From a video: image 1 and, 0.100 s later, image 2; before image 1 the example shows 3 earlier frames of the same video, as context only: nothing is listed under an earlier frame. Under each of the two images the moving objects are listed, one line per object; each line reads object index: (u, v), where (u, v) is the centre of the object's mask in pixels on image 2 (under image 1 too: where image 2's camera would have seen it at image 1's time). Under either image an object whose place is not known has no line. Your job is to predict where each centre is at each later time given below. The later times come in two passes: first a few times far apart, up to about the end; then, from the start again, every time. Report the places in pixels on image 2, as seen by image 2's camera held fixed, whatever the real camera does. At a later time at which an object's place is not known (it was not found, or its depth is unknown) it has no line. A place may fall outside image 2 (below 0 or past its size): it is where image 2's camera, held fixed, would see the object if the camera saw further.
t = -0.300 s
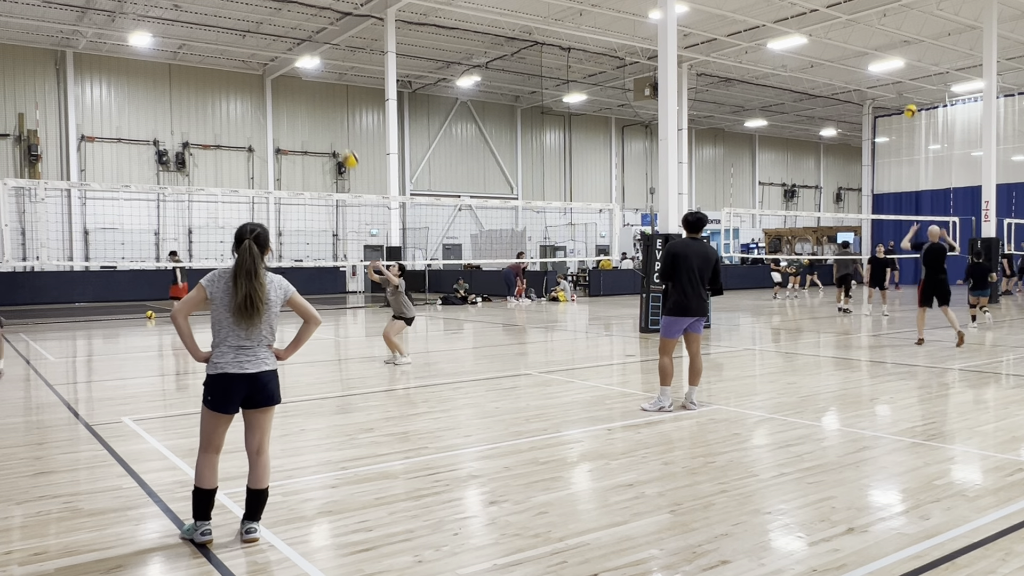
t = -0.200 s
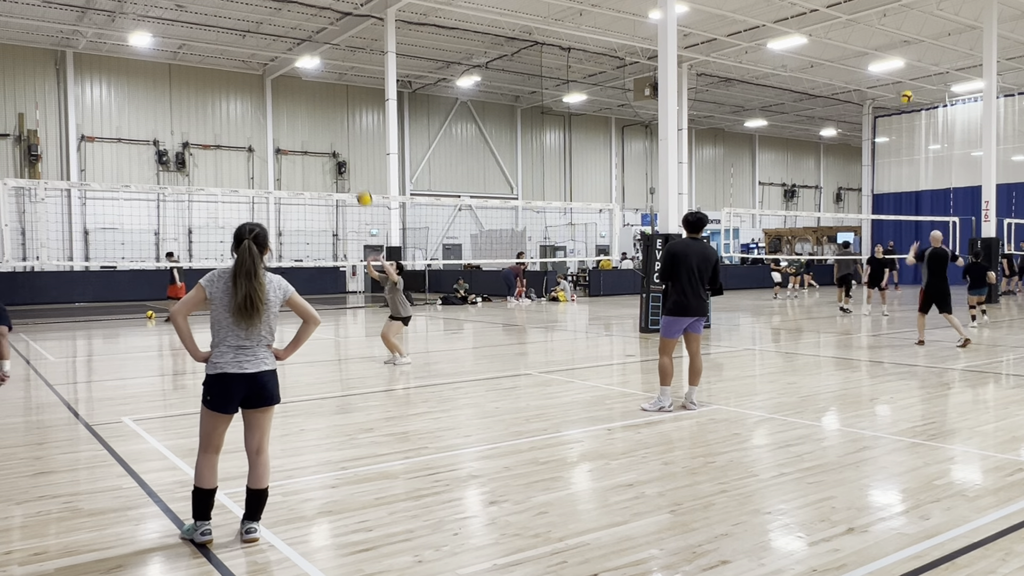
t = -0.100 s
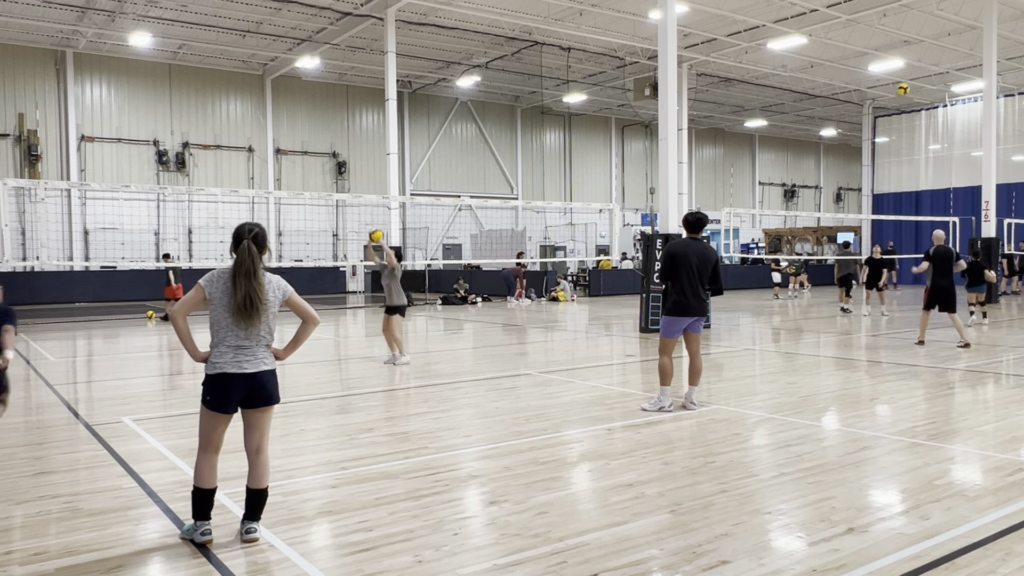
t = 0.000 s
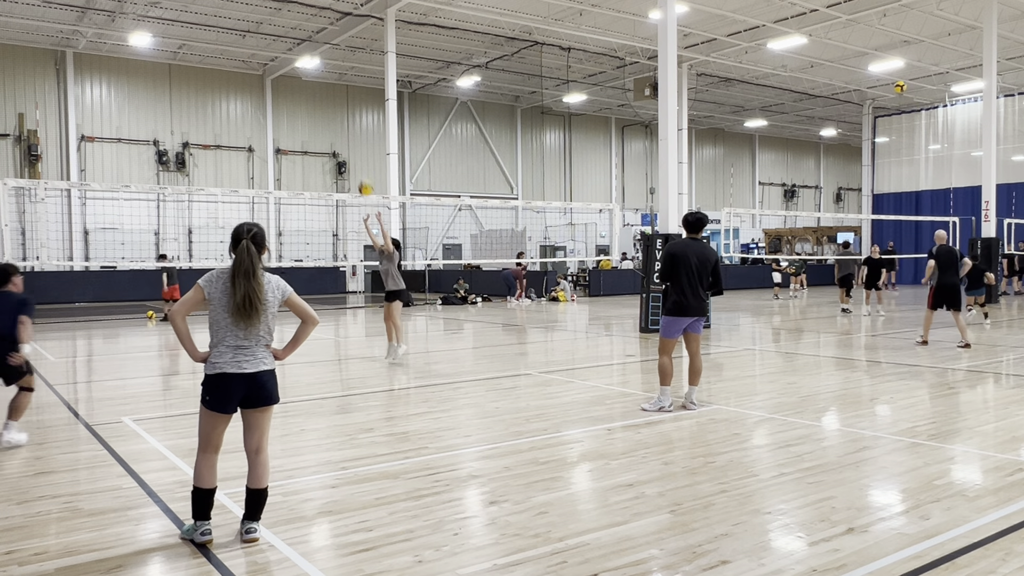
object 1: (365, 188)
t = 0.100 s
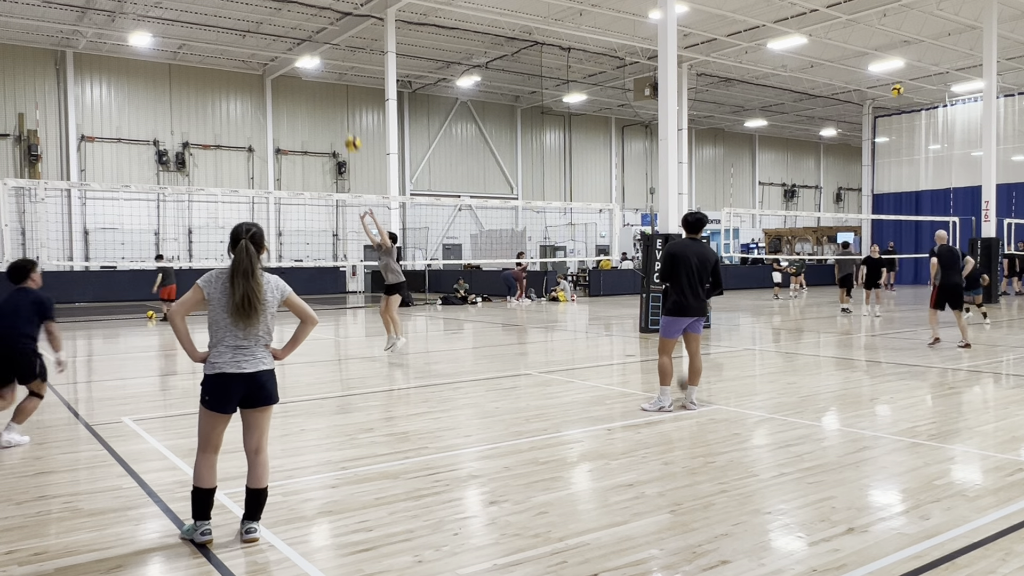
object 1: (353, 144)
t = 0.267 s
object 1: (332, 85)
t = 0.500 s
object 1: (302, 38)
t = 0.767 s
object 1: (267, 35)
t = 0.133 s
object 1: (349, 130)
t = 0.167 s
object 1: (344, 117)
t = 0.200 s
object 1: (341, 107)
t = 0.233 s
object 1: (336, 95)
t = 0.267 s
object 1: (332, 85)
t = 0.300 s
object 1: (329, 77)
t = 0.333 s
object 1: (325, 69)
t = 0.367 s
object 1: (319, 60)
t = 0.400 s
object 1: (315, 52)
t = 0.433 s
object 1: (310, 47)
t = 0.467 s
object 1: (306, 43)
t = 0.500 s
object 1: (302, 38)
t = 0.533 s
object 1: (297, 35)
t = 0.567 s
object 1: (293, 33)
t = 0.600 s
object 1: (289, 30)
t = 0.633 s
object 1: (285, 30)
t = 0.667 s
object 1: (281, 30)
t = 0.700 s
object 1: (276, 31)
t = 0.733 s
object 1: (272, 33)
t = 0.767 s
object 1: (267, 35)
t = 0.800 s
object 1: (263, 39)
